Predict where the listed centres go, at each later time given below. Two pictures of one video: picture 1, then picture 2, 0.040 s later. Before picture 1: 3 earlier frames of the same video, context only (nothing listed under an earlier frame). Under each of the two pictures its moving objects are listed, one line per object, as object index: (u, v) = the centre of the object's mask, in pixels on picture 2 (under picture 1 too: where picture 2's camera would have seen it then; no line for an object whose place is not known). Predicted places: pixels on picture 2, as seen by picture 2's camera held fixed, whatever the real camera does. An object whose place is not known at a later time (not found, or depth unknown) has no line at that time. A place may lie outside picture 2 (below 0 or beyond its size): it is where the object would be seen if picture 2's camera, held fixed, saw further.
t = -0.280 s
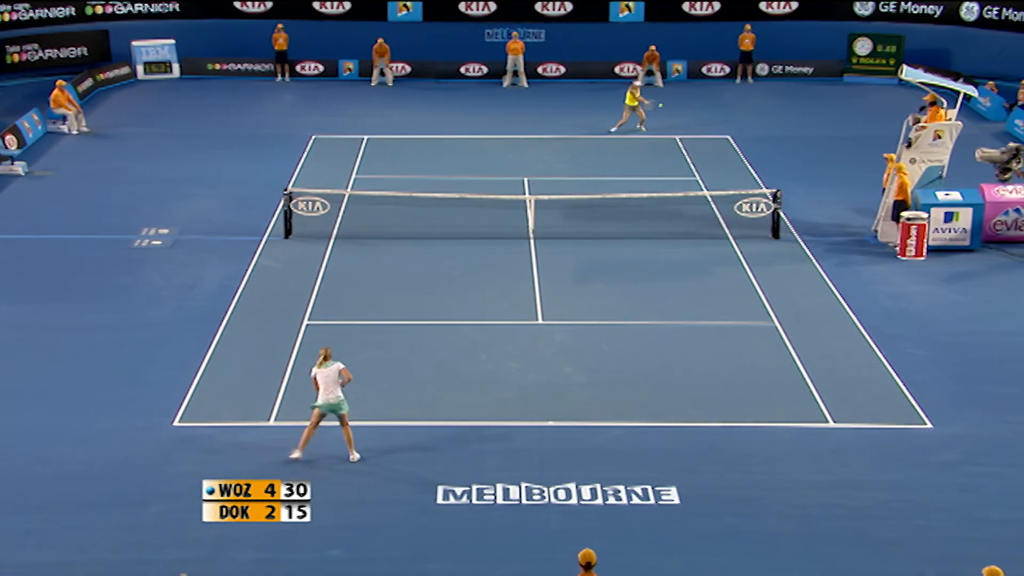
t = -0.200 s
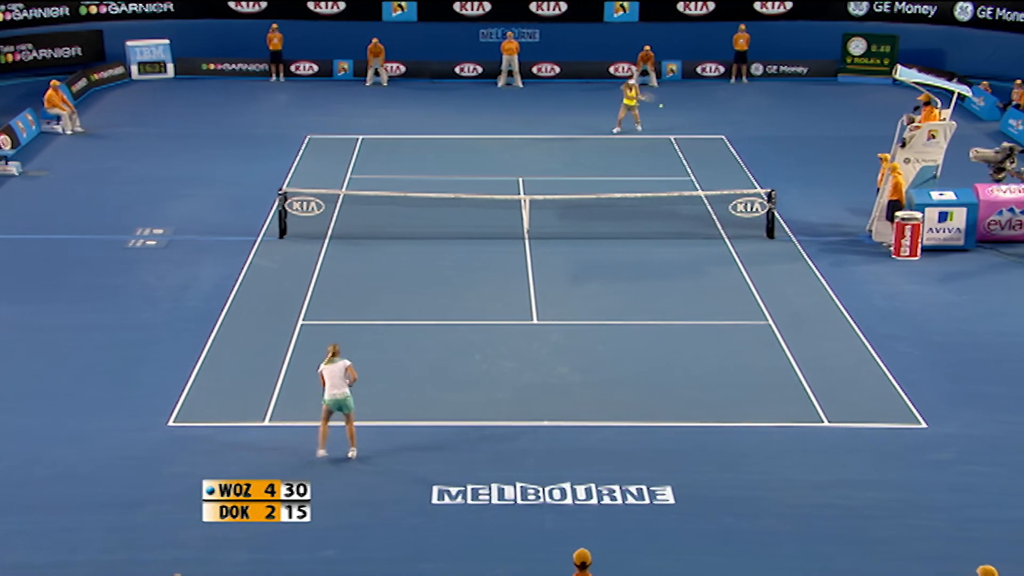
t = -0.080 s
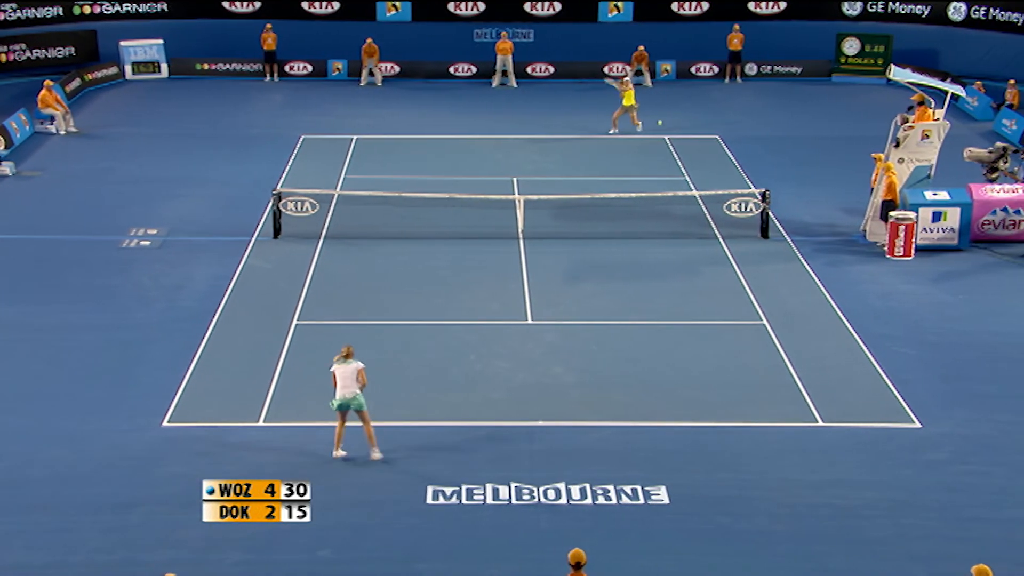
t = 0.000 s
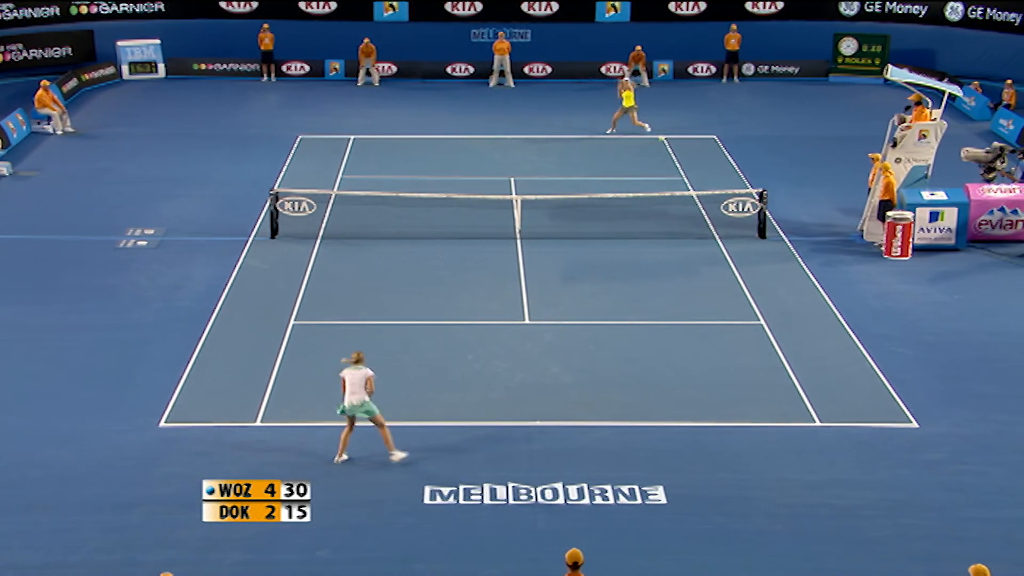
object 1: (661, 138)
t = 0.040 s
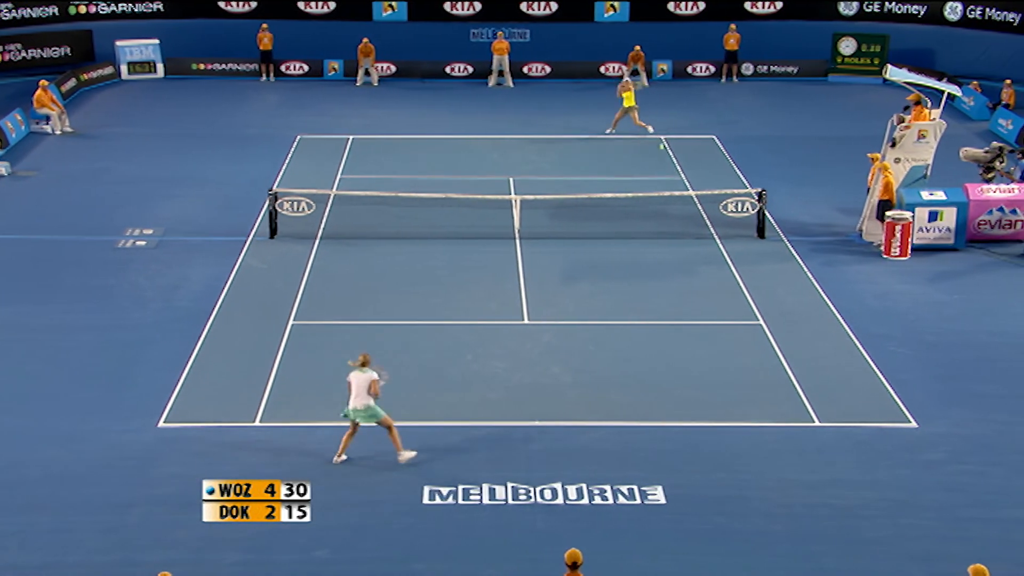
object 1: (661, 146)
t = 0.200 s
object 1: (670, 193)
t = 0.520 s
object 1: (687, 344)
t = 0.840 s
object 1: (702, 401)
